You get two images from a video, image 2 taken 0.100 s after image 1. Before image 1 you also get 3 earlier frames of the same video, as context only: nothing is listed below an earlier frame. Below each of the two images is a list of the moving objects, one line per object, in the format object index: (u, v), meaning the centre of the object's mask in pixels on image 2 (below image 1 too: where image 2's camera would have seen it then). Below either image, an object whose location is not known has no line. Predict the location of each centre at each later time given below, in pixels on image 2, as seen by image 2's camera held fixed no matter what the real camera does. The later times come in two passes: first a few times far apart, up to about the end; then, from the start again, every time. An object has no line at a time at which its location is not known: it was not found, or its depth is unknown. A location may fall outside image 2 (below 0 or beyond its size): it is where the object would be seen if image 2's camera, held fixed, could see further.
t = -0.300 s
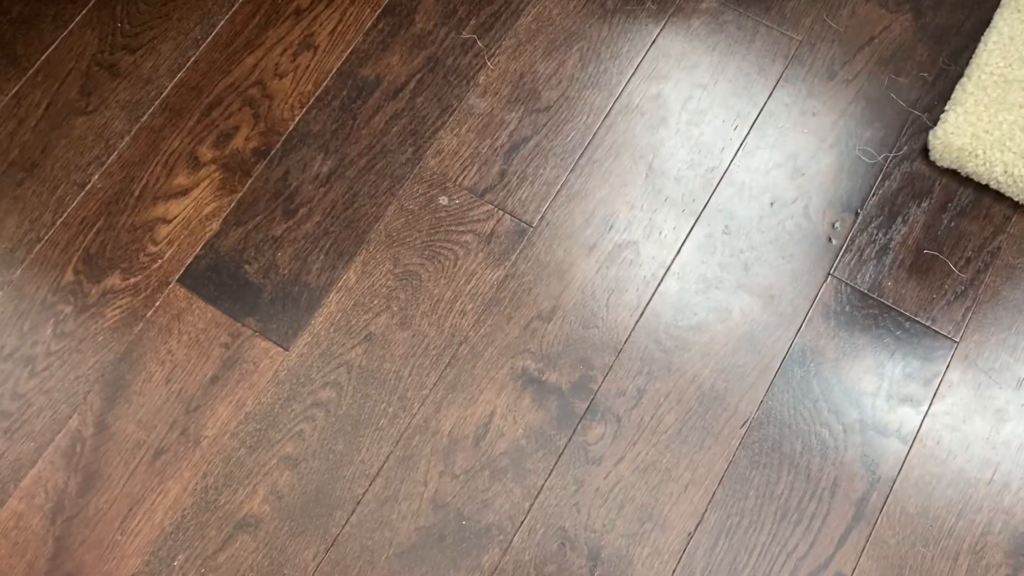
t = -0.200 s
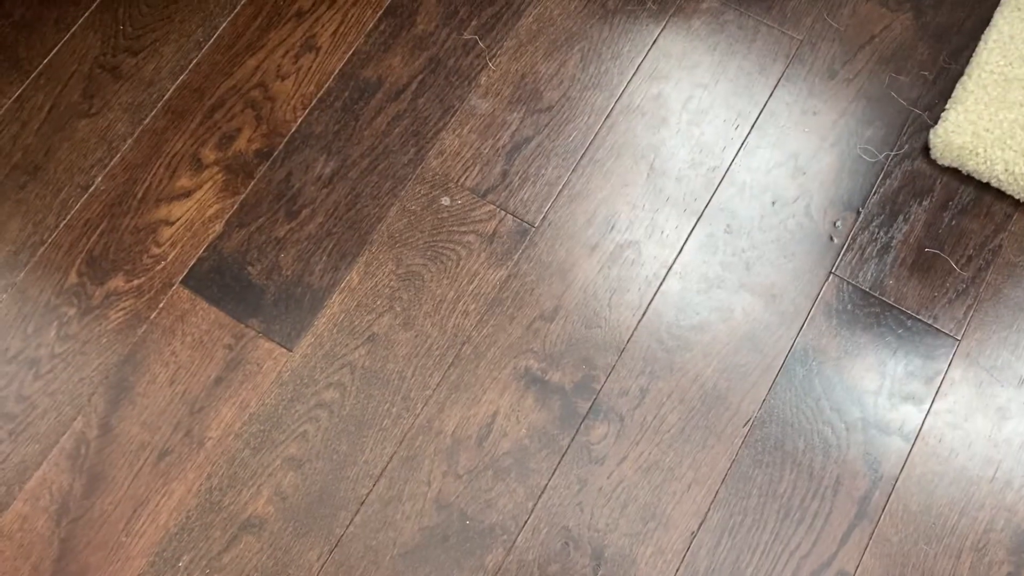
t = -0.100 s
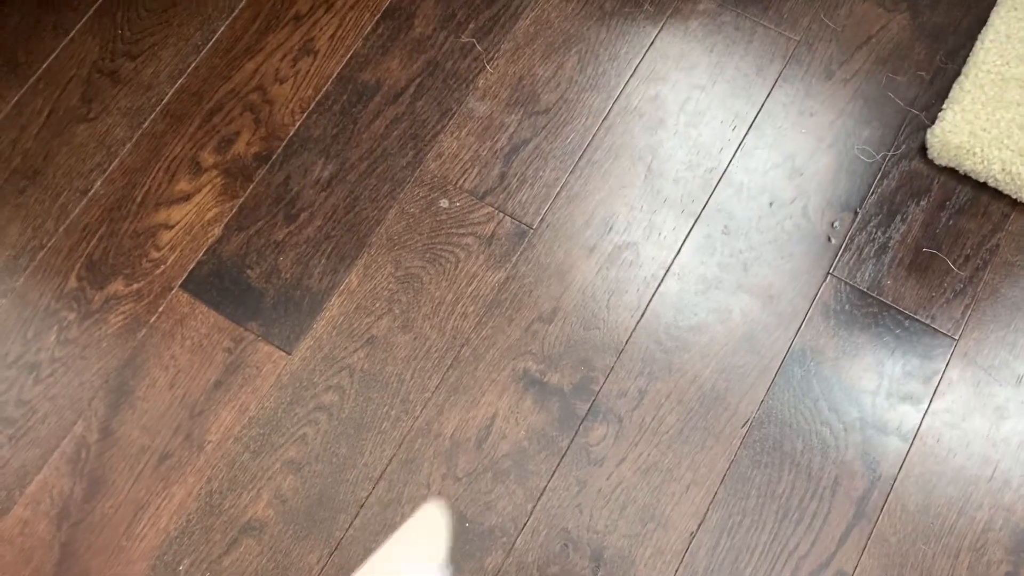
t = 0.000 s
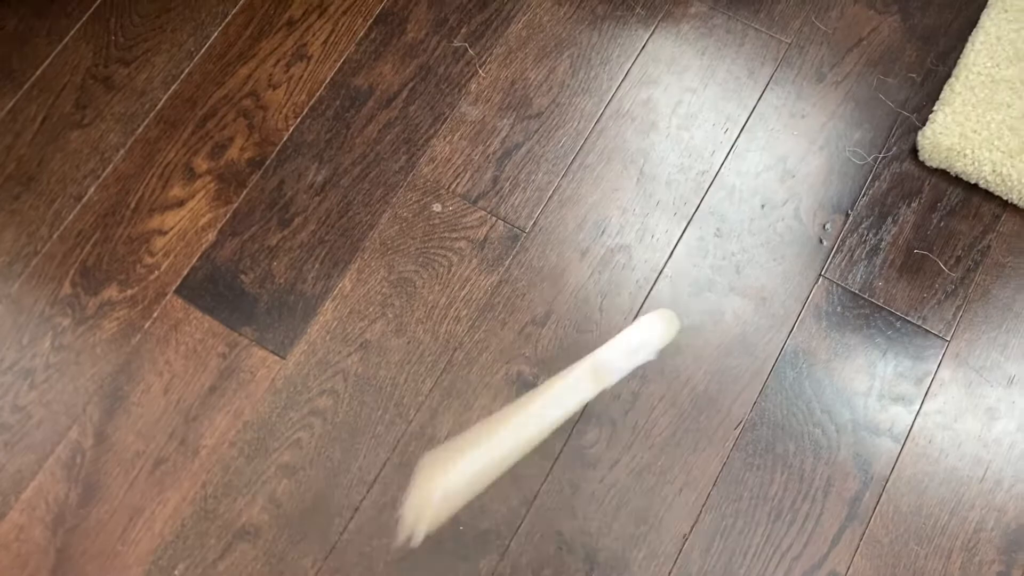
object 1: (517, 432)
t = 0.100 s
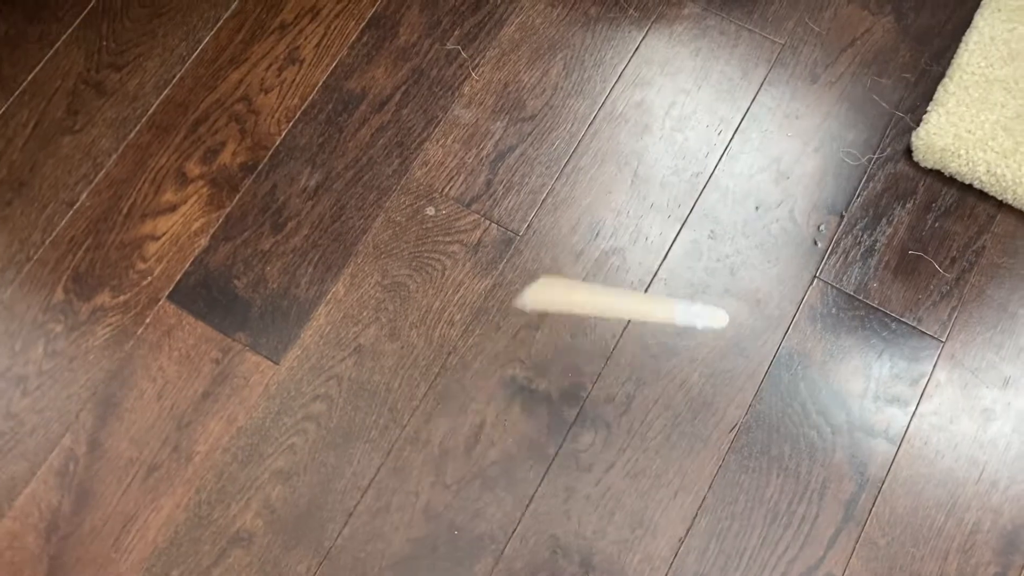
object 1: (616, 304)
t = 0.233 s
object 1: (676, 223)
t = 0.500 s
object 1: (753, 125)
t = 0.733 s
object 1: (753, 118)
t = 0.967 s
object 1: (753, 118)
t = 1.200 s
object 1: (753, 118)
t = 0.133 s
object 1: (637, 283)
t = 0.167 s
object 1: (650, 268)
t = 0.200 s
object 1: (668, 245)
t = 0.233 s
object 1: (676, 223)
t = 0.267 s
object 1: (702, 196)
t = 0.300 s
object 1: (705, 181)
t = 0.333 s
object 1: (722, 172)
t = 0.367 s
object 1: (732, 154)
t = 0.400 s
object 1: (740, 146)
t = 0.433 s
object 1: (746, 138)
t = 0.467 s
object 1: (749, 130)
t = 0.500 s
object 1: (753, 125)
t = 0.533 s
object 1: (753, 121)
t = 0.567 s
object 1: (753, 118)
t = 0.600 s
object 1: (753, 118)
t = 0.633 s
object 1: (753, 118)
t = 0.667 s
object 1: (753, 118)
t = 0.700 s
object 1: (753, 118)
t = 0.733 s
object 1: (753, 118)
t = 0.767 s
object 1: (753, 118)
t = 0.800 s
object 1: (753, 118)
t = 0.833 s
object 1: (754, 118)
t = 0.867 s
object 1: (753, 118)
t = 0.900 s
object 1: (754, 118)
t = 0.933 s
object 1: (753, 118)
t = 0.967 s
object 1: (753, 118)
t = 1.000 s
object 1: (753, 118)
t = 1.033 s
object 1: (754, 118)
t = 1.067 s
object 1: (754, 118)
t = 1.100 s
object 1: (754, 118)
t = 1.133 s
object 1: (753, 118)
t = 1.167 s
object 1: (753, 118)
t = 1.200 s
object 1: (753, 118)
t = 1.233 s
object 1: (753, 118)
